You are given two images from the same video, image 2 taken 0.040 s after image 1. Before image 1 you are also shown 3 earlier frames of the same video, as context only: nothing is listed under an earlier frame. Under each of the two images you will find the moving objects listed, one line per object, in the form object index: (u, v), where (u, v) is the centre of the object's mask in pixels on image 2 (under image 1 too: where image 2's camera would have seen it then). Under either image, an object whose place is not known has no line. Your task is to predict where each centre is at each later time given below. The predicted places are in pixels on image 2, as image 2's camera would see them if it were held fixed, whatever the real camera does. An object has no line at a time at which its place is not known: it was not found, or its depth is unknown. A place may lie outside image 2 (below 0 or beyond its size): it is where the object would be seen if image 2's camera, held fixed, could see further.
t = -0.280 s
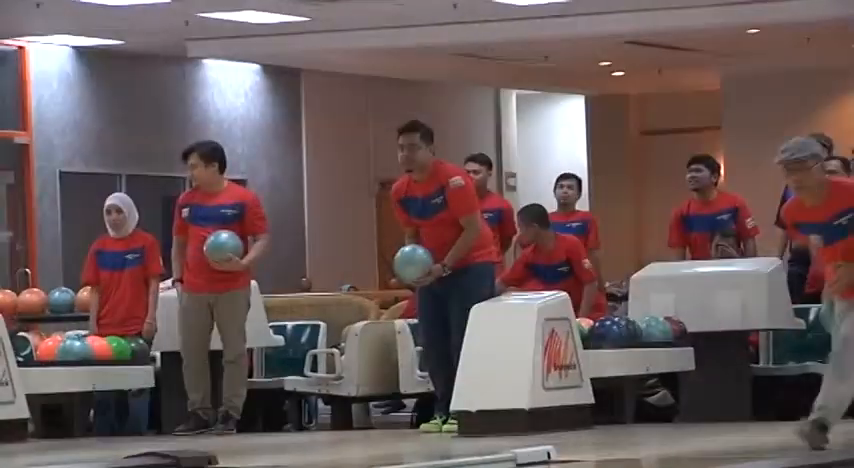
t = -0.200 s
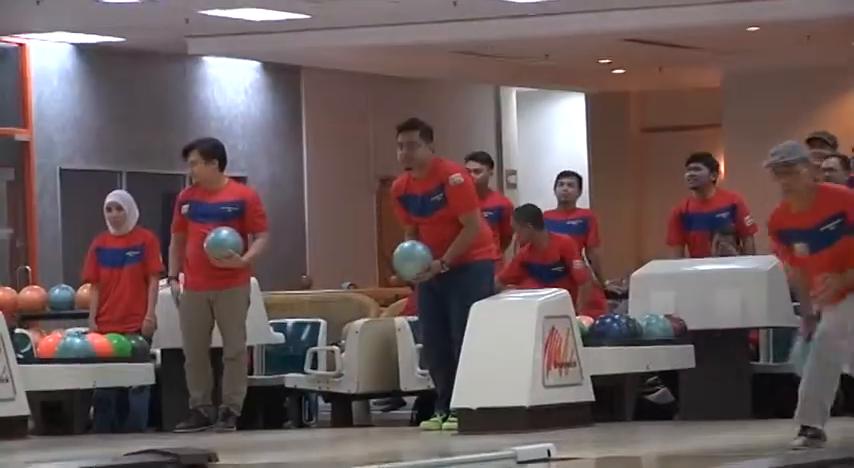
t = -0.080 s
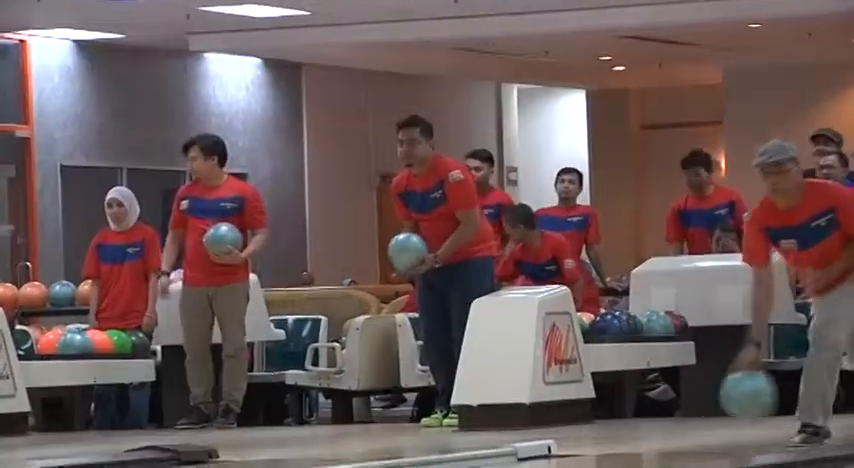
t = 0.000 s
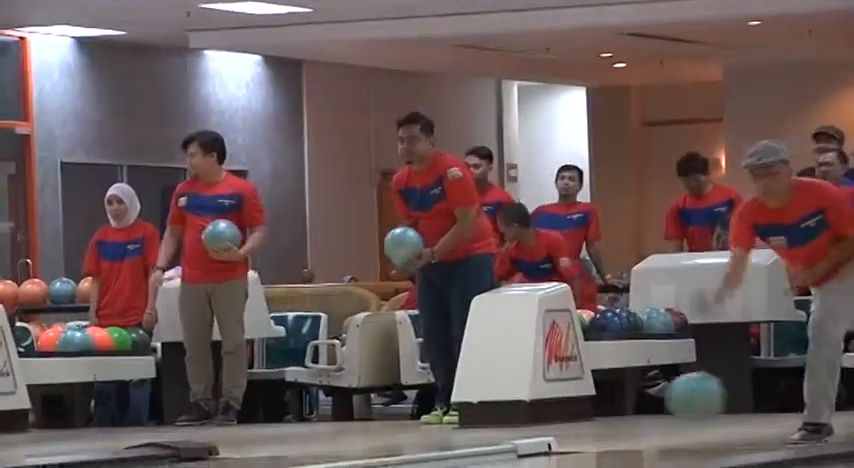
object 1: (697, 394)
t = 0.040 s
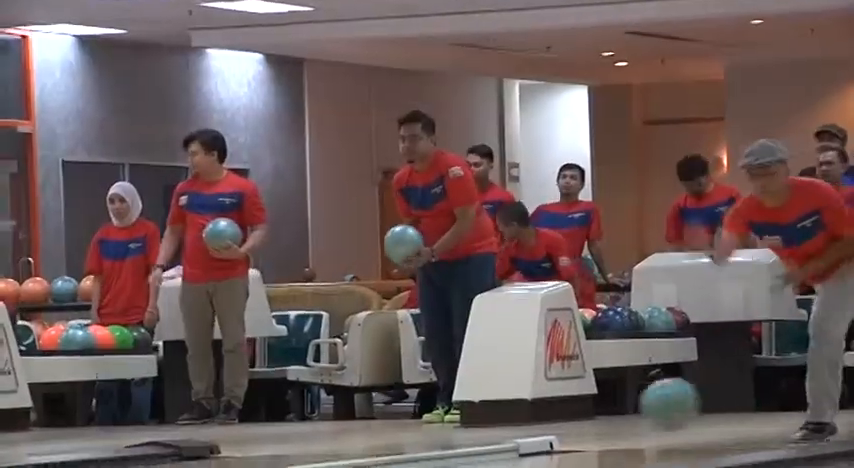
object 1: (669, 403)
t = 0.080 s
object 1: (642, 414)
